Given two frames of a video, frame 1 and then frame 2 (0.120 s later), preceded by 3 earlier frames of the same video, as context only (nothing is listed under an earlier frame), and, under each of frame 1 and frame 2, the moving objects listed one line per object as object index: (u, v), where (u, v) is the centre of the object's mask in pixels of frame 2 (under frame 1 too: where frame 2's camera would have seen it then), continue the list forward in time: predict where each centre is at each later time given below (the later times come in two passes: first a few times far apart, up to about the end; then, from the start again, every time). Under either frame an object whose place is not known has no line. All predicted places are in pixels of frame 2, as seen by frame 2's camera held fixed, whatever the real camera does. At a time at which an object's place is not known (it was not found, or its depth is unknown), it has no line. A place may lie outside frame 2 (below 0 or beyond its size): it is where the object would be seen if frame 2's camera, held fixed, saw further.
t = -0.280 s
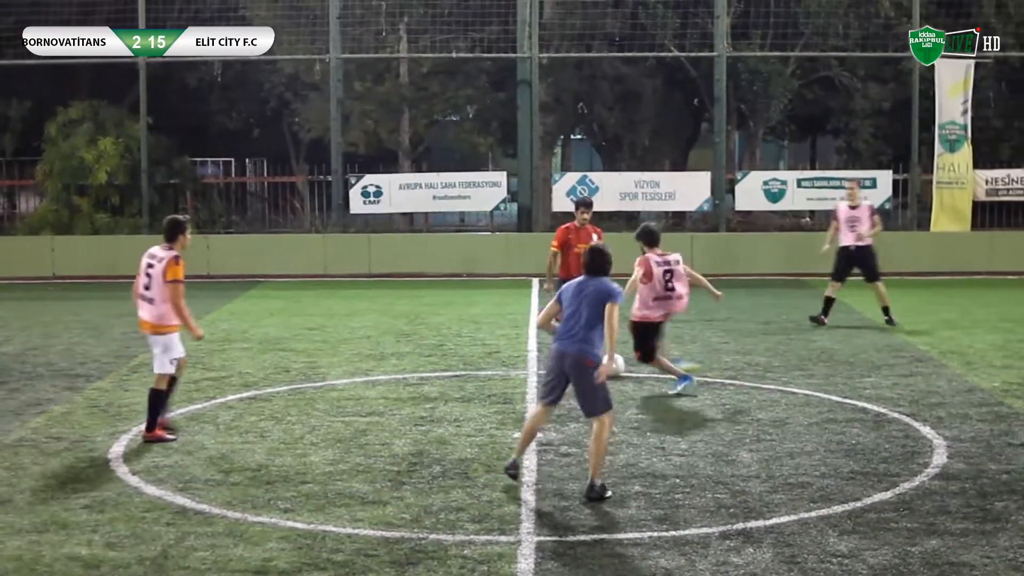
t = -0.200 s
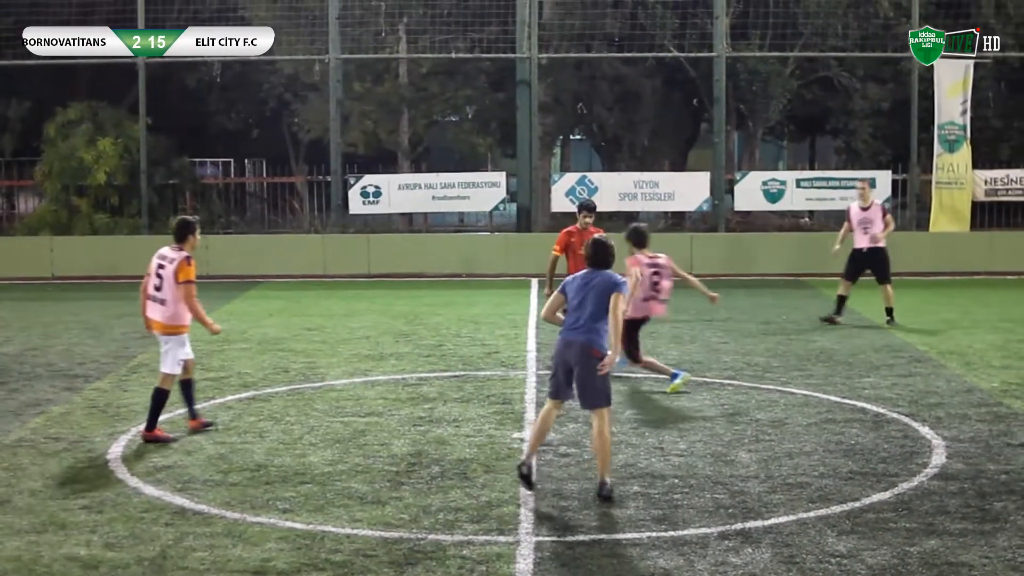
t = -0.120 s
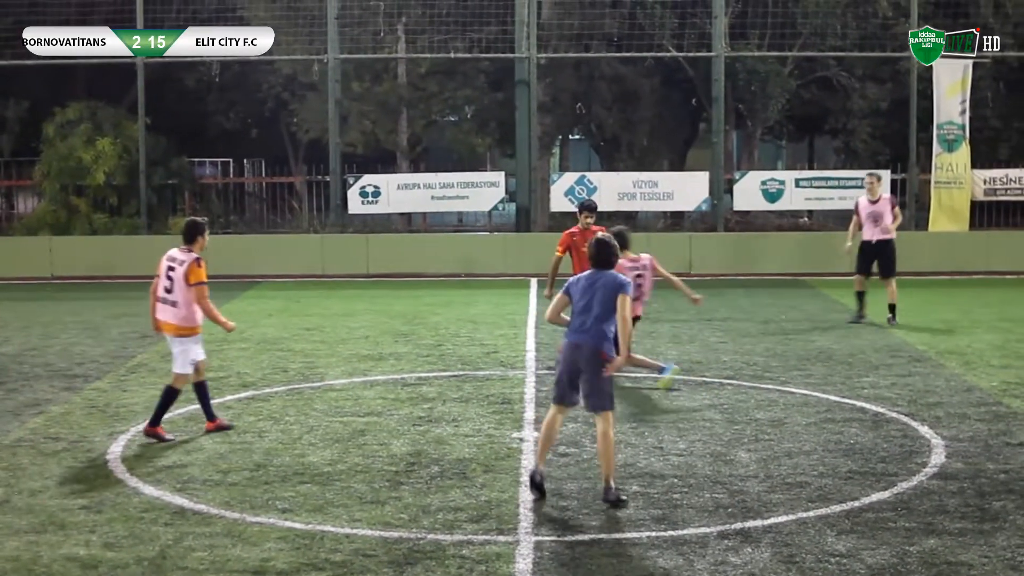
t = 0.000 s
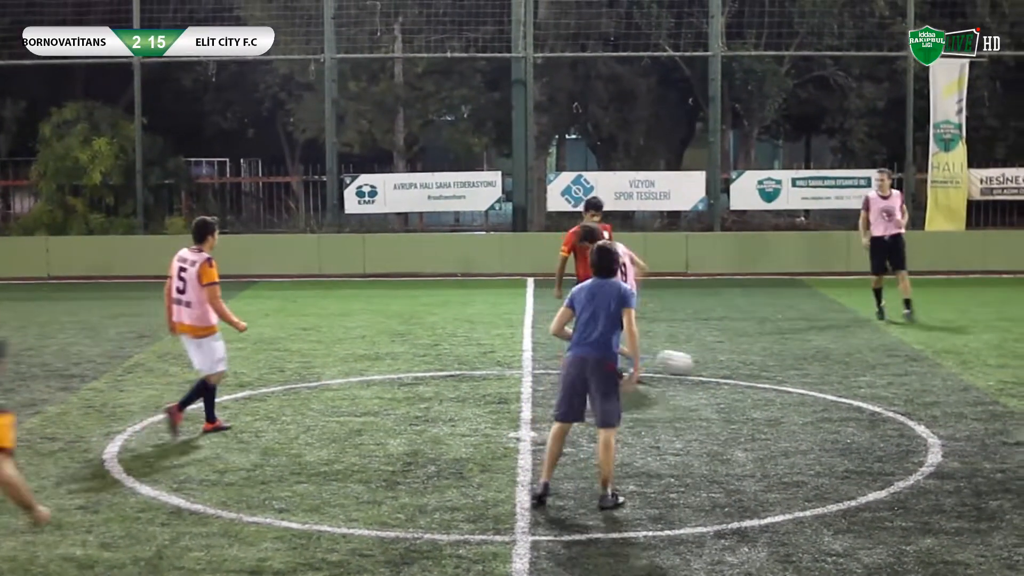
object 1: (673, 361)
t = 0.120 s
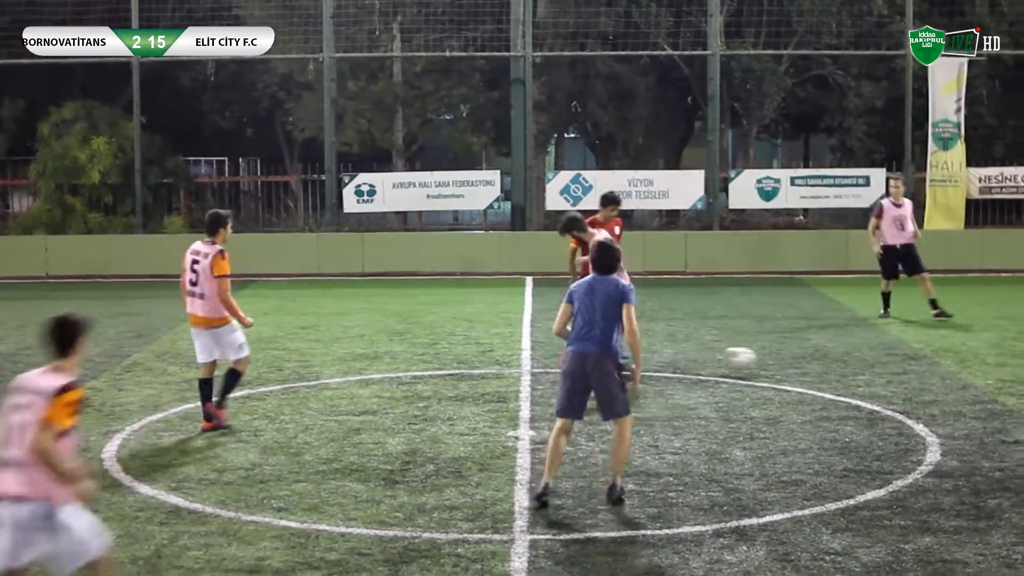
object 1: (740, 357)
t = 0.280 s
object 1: (822, 366)
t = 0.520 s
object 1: (923, 367)
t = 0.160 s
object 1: (761, 361)
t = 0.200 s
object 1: (783, 364)
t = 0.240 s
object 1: (803, 367)
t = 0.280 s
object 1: (822, 366)
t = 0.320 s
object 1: (840, 365)
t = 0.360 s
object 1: (858, 365)
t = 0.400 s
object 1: (876, 368)
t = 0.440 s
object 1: (892, 368)
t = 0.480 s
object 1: (907, 367)
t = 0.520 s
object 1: (923, 367)
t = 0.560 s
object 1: (938, 369)
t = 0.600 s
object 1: (951, 367)
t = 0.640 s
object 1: (964, 367)
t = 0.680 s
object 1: (976, 367)
